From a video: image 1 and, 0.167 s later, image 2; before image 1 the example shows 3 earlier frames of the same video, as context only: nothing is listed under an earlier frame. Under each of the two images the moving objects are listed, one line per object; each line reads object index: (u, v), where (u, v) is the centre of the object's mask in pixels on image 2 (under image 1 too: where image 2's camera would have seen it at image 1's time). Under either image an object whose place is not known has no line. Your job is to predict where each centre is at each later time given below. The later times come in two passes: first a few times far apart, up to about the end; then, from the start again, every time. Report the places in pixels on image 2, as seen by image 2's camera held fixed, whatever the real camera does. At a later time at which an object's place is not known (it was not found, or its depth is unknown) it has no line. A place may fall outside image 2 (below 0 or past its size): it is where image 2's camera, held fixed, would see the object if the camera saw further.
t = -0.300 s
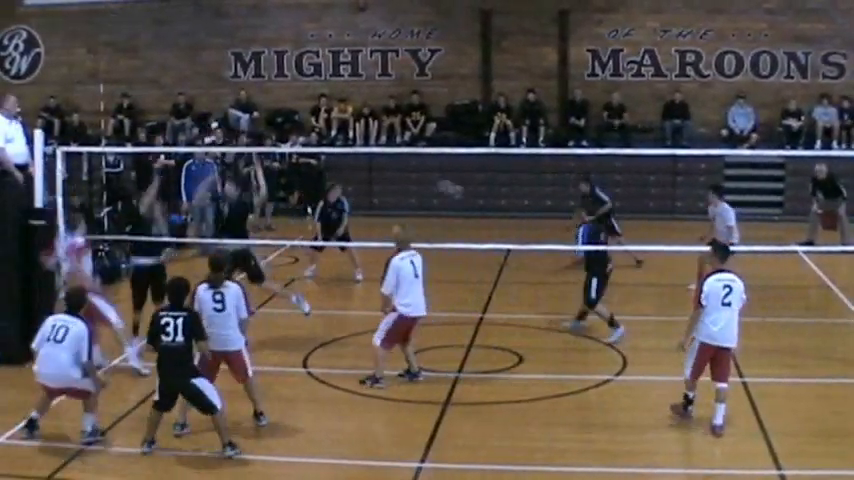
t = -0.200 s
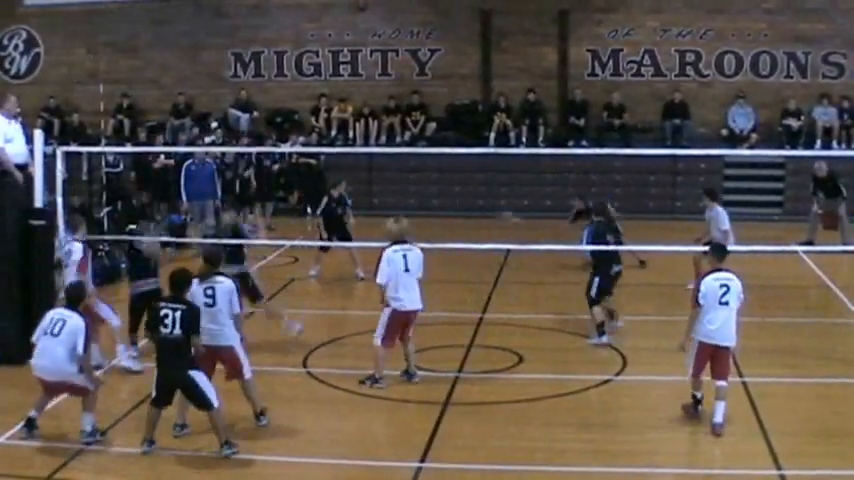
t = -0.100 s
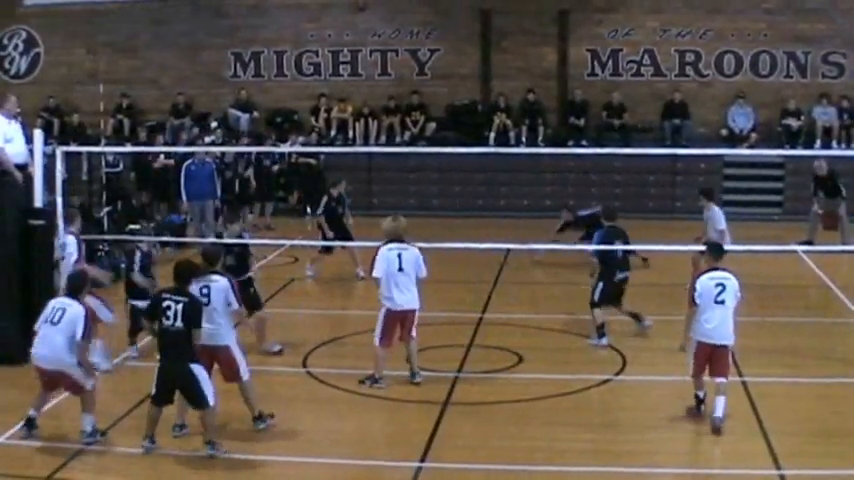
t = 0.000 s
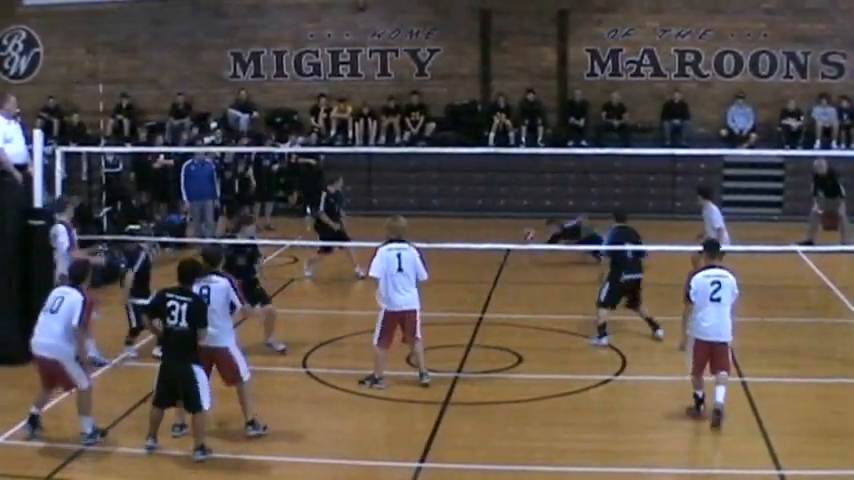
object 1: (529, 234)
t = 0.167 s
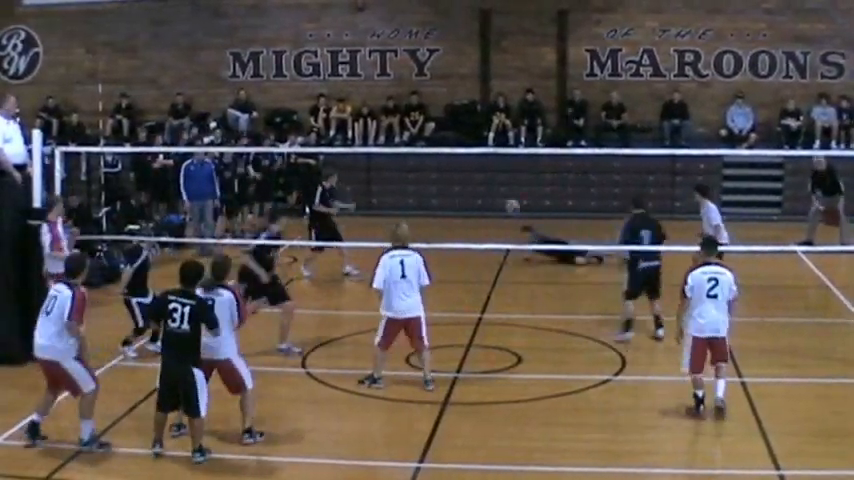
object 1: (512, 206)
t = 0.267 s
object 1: (501, 196)
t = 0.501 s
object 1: (475, 203)
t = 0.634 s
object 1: (460, 225)
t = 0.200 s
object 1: (509, 202)
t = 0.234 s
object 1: (504, 199)
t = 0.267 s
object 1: (501, 196)
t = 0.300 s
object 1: (498, 195)
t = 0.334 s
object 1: (494, 195)
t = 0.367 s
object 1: (490, 194)
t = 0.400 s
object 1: (486, 195)
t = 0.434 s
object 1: (483, 196)
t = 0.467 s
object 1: (479, 200)
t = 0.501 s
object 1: (475, 203)
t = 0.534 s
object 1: (471, 207)
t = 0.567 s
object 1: (468, 211)
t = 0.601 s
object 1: (464, 217)
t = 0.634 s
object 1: (460, 225)
